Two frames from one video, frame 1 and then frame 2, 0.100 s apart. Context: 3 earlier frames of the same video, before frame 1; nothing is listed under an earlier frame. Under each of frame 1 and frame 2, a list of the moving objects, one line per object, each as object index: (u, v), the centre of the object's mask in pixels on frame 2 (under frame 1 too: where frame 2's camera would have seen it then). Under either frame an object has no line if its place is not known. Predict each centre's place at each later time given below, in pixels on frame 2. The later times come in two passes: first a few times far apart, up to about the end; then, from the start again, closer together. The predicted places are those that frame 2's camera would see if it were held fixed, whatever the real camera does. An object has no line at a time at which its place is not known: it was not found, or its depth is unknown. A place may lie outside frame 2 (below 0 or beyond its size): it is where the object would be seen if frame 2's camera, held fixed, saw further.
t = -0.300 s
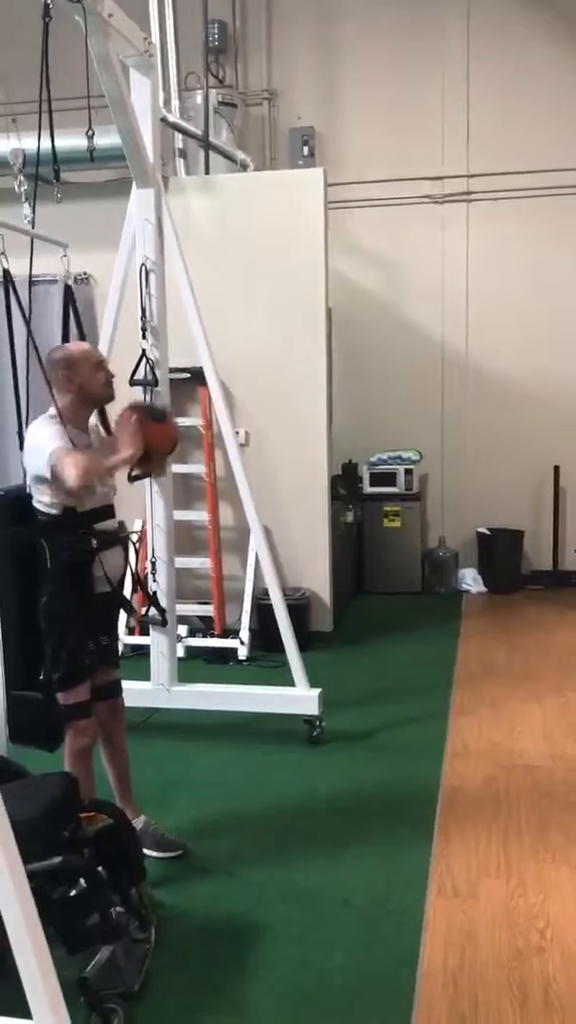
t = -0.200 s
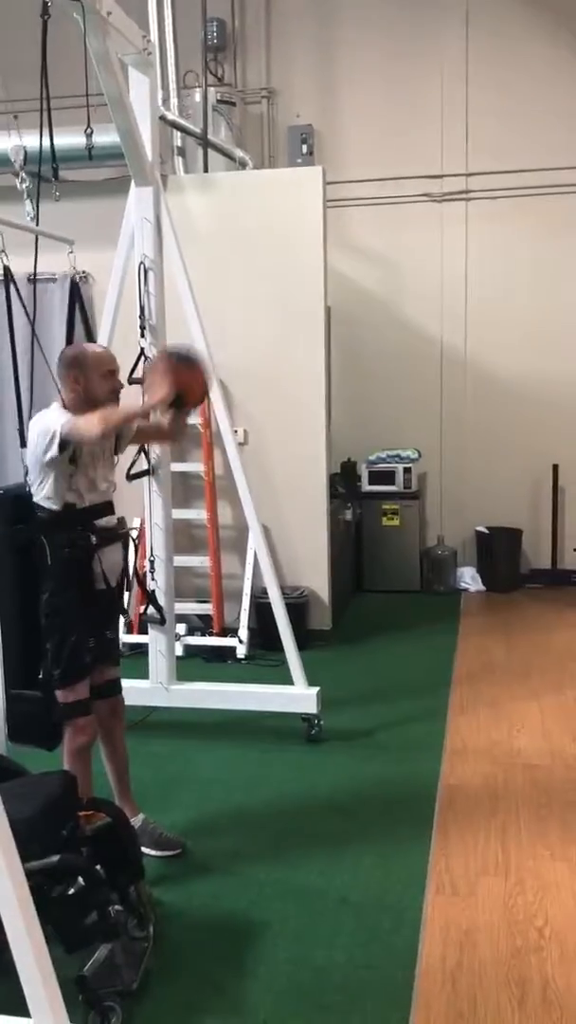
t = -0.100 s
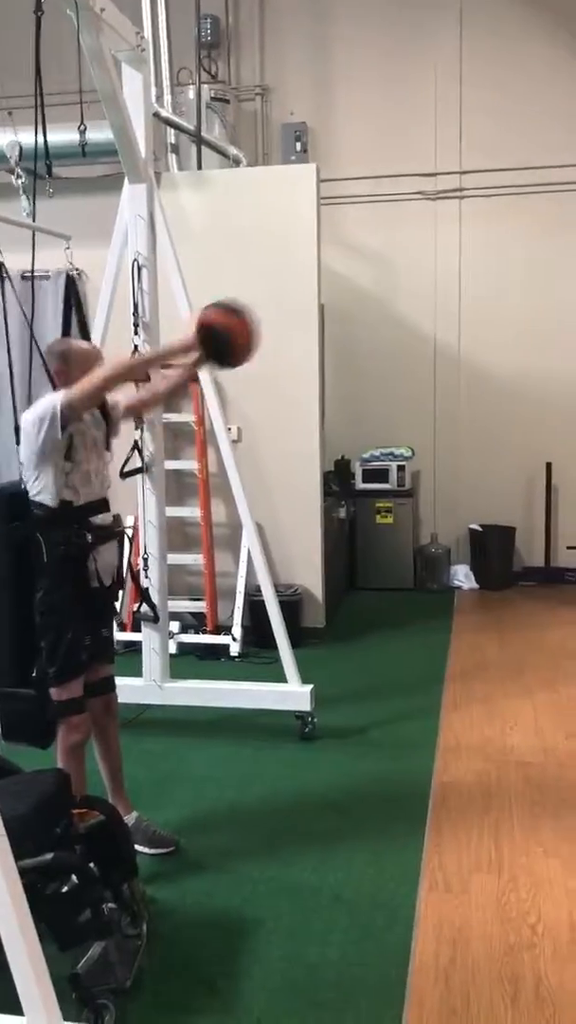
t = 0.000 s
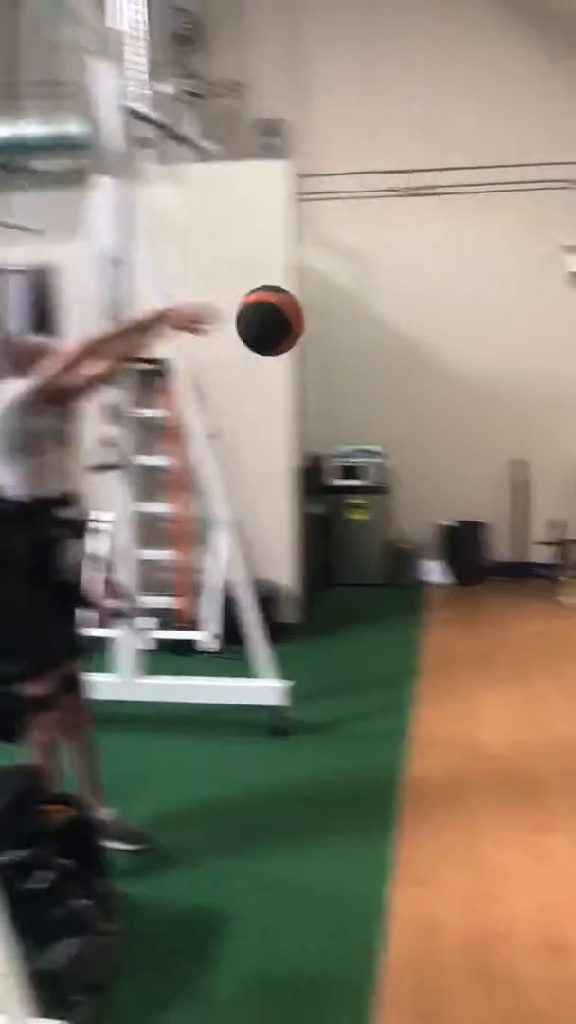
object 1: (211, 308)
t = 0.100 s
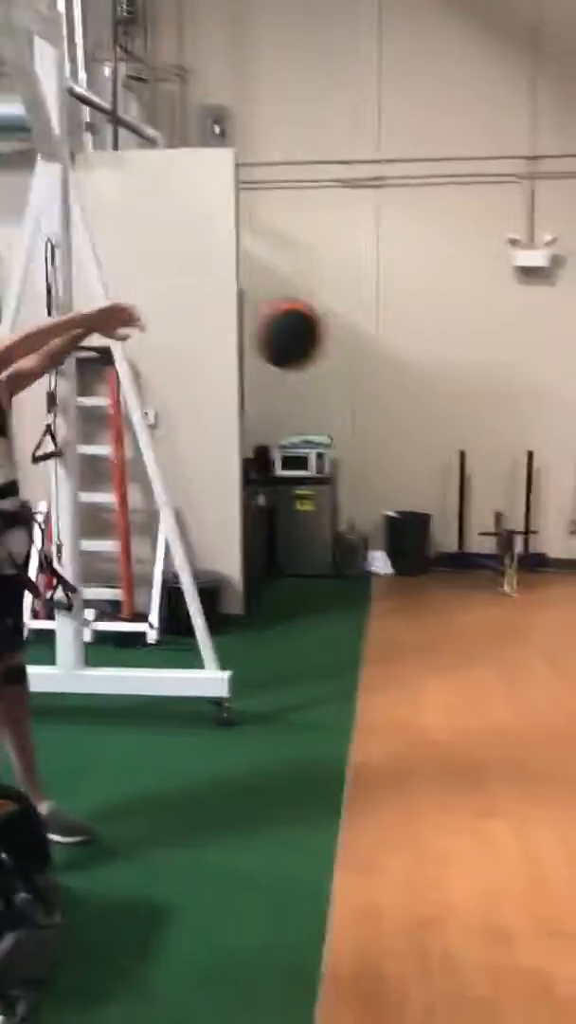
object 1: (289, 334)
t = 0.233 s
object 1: (392, 418)
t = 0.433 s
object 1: (545, 653)
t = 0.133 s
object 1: (316, 350)
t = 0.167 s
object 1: (342, 369)
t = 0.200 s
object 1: (366, 391)
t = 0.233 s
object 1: (392, 418)
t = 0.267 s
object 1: (418, 449)
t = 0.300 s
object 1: (442, 480)
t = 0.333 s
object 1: (467, 514)
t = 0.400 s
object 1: (520, 604)
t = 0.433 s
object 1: (545, 653)
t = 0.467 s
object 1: (571, 706)
